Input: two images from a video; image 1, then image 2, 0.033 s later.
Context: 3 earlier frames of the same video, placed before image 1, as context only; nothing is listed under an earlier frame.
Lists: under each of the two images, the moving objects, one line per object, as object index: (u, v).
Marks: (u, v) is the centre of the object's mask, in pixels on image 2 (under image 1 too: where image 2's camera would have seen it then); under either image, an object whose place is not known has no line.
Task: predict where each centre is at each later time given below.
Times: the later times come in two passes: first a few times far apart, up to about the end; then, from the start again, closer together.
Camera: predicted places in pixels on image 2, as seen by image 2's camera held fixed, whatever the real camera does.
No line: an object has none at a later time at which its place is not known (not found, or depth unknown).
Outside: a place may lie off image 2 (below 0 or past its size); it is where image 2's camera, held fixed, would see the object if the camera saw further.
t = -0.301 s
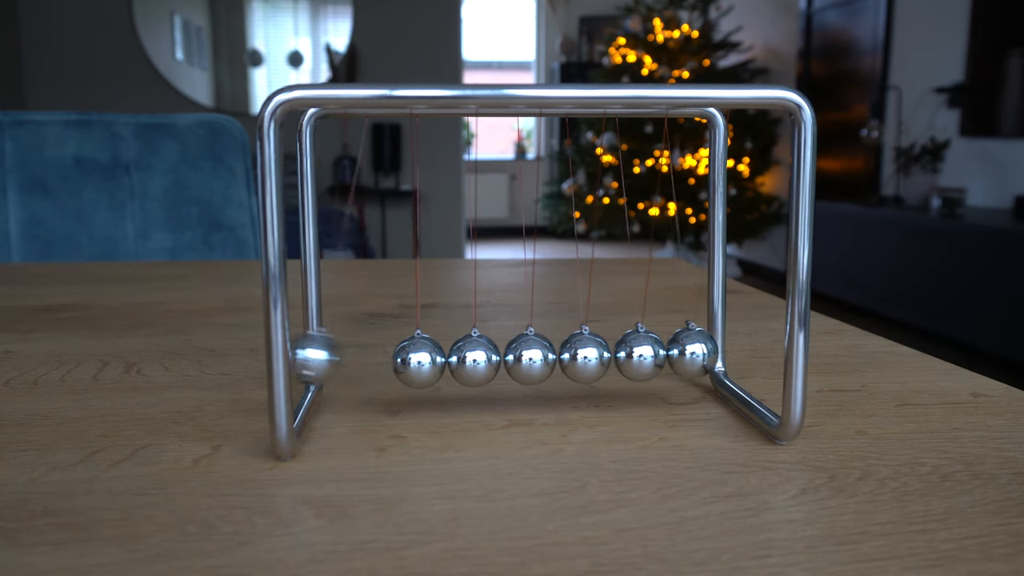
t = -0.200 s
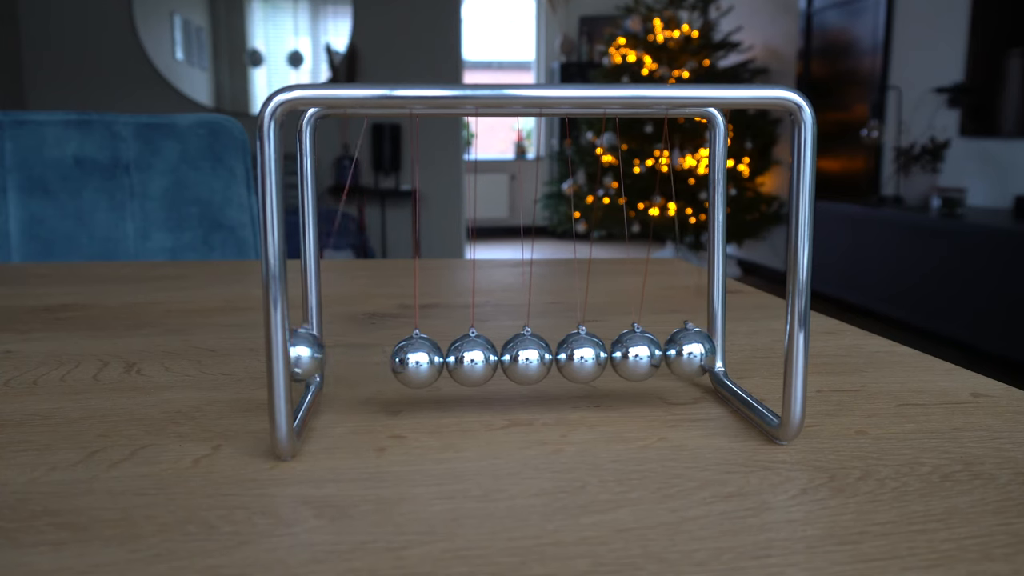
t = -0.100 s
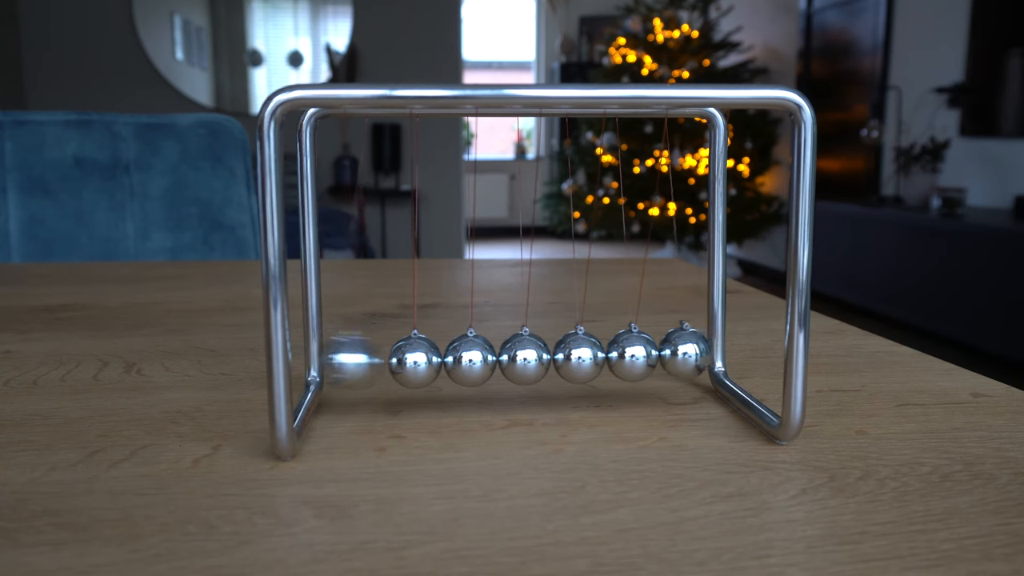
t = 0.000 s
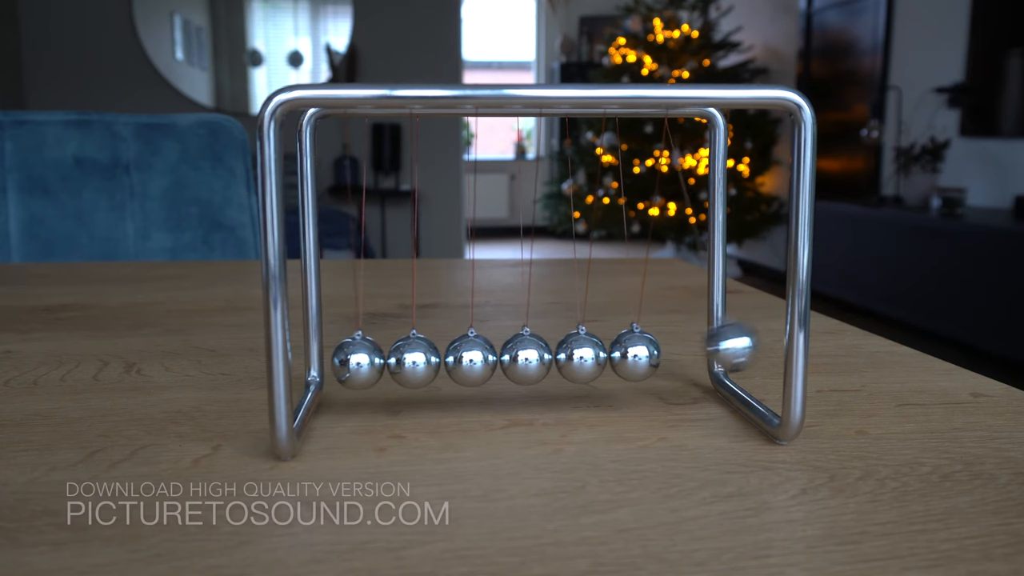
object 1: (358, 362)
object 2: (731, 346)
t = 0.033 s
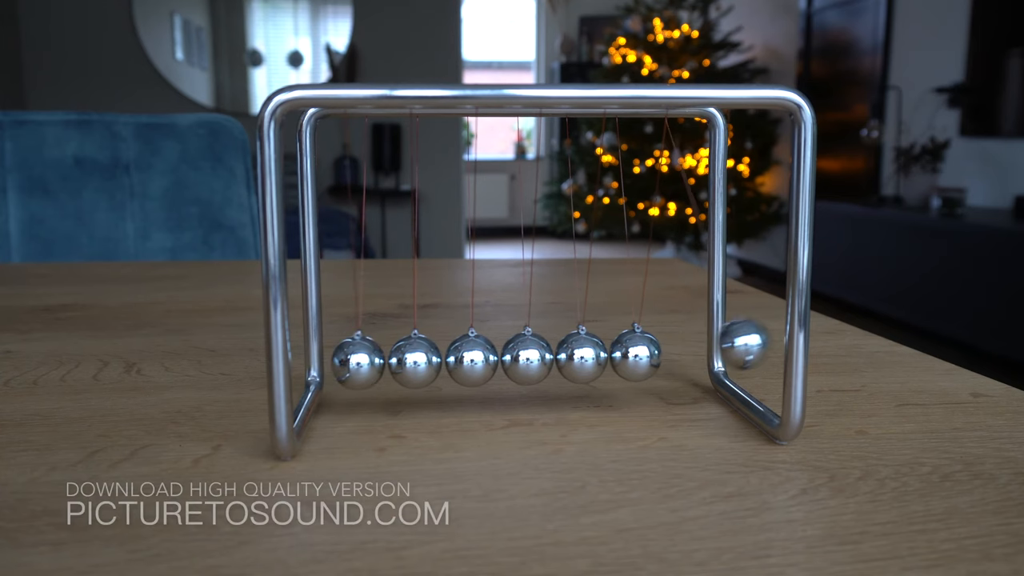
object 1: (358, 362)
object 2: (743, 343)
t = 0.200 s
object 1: (366, 362)
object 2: (704, 348)
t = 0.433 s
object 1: (310, 356)
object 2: (688, 353)
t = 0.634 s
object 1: (358, 362)
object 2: (740, 345)
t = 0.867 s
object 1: (347, 360)
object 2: (692, 353)
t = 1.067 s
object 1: (320, 358)
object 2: (686, 353)
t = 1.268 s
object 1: (358, 362)
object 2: (742, 343)
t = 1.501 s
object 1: (334, 359)
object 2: (691, 353)
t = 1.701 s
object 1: (337, 357)
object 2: (686, 353)
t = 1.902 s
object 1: (359, 362)
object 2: (742, 344)
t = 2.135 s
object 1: (321, 357)
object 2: (692, 353)
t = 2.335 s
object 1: (350, 360)
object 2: (685, 353)
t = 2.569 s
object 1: (362, 362)
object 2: (732, 346)
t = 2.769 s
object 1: (314, 357)
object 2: (691, 353)
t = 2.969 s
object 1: (359, 362)
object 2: (685, 353)
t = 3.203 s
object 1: (364, 362)
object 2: (720, 348)
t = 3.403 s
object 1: (312, 357)
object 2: (691, 353)
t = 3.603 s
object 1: (359, 362)
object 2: (696, 350)
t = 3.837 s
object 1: (366, 362)
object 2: (708, 349)
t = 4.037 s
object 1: (312, 358)
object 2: (689, 353)
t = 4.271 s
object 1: (359, 362)
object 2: (722, 348)
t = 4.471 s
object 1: (366, 362)
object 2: (692, 352)
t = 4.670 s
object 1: (315, 358)
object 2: (688, 353)
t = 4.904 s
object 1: (360, 362)
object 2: (728, 347)
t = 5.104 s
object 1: (362, 362)
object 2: (690, 353)
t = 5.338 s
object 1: (337, 357)
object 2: (684, 353)
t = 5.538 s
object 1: (362, 362)
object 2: (731, 346)
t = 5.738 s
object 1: (349, 361)
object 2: (690, 353)
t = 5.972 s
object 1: (349, 361)
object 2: (685, 353)
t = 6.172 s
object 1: (364, 362)
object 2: (729, 347)
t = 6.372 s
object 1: (340, 359)
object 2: (689, 353)
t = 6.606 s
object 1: (360, 361)
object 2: (684, 353)
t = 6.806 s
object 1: (365, 362)
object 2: (725, 348)
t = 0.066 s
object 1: (359, 362)
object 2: (749, 342)
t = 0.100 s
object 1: (360, 362)
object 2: (747, 342)
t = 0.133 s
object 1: (362, 362)
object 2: (739, 344)
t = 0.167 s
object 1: (364, 362)
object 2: (722, 348)
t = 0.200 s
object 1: (366, 362)
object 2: (704, 348)
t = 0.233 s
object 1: (361, 361)
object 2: (691, 352)
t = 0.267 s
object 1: (341, 359)
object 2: (691, 353)
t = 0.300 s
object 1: (319, 356)
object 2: (692, 353)
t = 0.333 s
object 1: (309, 355)
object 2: (692, 353)
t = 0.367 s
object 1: (305, 354)
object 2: (691, 353)
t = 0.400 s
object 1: (306, 354)
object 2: (690, 353)
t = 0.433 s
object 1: (310, 356)
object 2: (688, 353)
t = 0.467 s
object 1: (321, 357)
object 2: (687, 353)
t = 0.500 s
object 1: (347, 358)
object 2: (684, 353)
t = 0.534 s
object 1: (358, 362)
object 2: (685, 353)
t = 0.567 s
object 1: (358, 362)
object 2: (707, 348)
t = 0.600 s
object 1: (358, 362)
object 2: (726, 348)
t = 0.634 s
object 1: (358, 362)
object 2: (740, 345)
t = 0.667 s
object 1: (358, 362)
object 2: (746, 343)
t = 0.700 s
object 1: (359, 362)
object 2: (746, 343)
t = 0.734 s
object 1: (361, 362)
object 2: (741, 344)
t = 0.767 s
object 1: (363, 362)
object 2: (727, 347)
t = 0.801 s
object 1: (365, 362)
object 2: (709, 347)
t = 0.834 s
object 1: (365, 362)
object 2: (692, 353)
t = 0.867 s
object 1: (347, 360)
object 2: (692, 353)
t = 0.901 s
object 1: (327, 357)
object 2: (692, 353)
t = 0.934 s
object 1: (313, 357)
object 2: (692, 353)
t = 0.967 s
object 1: (307, 355)
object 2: (692, 353)
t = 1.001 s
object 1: (306, 355)
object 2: (691, 353)
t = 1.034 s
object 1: (311, 356)
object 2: (689, 353)
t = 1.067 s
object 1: (320, 358)
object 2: (686, 353)
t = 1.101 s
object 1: (342, 361)
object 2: (685, 353)
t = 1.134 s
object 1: (357, 362)
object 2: (685, 353)
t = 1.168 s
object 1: (358, 362)
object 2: (697, 352)
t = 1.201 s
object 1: (358, 362)
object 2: (718, 349)
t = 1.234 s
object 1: (358, 362)
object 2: (733, 345)
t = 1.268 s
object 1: (358, 362)
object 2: (742, 343)
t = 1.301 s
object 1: (359, 362)
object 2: (744, 343)
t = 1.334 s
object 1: (361, 362)
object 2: (740, 344)
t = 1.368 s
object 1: (363, 362)
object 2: (729, 347)
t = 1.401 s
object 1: (365, 362)
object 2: (712, 349)
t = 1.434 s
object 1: (365, 362)
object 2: (692, 352)
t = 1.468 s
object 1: (353, 361)
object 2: (691, 353)
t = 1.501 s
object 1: (334, 359)
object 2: (691, 353)
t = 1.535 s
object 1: (315, 356)
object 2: (692, 353)
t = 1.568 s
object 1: (309, 356)
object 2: (692, 353)
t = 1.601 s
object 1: (307, 355)
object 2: (691, 353)
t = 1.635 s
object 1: (310, 356)
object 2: (689, 353)
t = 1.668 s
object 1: (317, 357)
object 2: (688, 353)
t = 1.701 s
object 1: (337, 357)
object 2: (686, 353)
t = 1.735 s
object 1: (356, 361)
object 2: (685, 353)
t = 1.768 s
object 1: (358, 362)
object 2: (692, 352)
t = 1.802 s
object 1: (358, 362)
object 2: (714, 349)
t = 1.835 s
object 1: (358, 362)
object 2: (729, 347)
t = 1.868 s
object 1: (358, 362)
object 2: (740, 345)
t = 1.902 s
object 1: (359, 362)
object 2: (742, 344)
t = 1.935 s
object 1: (360, 362)
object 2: (740, 344)
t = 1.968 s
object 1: (362, 362)
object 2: (731, 347)
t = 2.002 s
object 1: (365, 362)
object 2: (715, 349)
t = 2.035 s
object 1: (366, 362)
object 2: (694, 351)
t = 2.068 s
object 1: (357, 360)
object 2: (691, 353)
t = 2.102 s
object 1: (340, 360)
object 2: (691, 353)
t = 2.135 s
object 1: (321, 357)
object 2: (692, 353)
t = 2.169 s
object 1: (311, 357)
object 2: (692, 353)
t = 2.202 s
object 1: (309, 356)
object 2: (691, 353)
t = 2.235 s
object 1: (310, 356)
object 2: (690, 353)
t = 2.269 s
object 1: (316, 357)
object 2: (688, 353)
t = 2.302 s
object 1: (331, 358)
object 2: (686, 353)
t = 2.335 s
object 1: (350, 360)
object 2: (685, 353)
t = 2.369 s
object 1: (358, 362)
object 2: (687, 352)
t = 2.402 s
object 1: (358, 362)
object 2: (708, 349)
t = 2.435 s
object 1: (358, 362)
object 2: (723, 348)
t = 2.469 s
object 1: (358, 362)
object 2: (734, 345)
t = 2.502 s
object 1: (359, 362)
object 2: (740, 344)
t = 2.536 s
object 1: (360, 362)
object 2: (739, 345)
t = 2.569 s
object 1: (362, 362)
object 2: (732, 346)
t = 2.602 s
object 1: (364, 362)
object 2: (718, 349)
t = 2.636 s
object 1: (366, 362)
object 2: (700, 349)
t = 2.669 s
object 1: (363, 361)
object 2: (691, 353)
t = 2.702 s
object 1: (345, 360)
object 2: (691, 353)
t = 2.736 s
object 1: (325, 357)
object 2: (691, 353)
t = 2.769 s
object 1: (314, 357)
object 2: (691, 353)
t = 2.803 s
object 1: (310, 356)
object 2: (691, 353)
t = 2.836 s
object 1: (310, 356)
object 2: (689, 353)
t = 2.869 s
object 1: (316, 358)
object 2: (688, 353)
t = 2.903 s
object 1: (330, 358)
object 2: (686, 353)
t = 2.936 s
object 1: (346, 359)
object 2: (685, 353)
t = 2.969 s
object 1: (359, 362)
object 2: (685, 353)
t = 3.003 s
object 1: (359, 362)
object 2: (698, 352)
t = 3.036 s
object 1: (358, 362)
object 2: (718, 349)
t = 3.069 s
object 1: (358, 362)
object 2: (731, 346)
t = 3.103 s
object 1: (359, 362)
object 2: (737, 344)
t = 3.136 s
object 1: (360, 362)
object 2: (737, 344)
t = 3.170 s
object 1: (362, 362)
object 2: (732, 346)
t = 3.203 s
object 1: (364, 362)
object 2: (720, 348)
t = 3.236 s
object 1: (366, 362)
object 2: (705, 348)
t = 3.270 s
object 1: (365, 362)
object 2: (690, 353)
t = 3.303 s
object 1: (348, 360)
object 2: (691, 353)
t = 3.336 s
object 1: (331, 358)
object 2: (691, 353)
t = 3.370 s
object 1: (317, 357)
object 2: (691, 353)
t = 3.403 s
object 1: (312, 357)
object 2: (691, 353)
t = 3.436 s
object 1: (312, 357)
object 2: (690, 353)
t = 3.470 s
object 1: (315, 357)
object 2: (688, 353)
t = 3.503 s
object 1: (326, 357)
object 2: (686, 353)
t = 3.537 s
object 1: (344, 359)
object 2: (685, 353)
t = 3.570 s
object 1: (359, 362)
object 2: (685, 353)
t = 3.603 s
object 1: (359, 362)
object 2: (696, 350)
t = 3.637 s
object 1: (359, 362)
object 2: (714, 350)
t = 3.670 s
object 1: (358, 362)
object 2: (727, 347)
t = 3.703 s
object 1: (359, 362)
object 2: (735, 346)
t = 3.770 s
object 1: (362, 362)
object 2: (733, 346)
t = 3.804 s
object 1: (364, 362)
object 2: (723, 348)
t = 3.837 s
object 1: (366, 362)
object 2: (708, 349)
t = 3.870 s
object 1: (365, 362)
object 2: (691, 352)
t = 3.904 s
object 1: (354, 361)
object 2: (691, 353)
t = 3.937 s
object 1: (339, 359)
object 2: (691, 353)
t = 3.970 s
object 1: (321, 357)
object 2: (691, 353)
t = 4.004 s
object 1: (314, 357)
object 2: (690, 353)
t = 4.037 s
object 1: (312, 358)
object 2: (689, 353)
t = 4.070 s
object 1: (315, 358)
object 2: (688, 353)
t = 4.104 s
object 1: (324, 358)
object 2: (686, 353)
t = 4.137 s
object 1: (341, 358)
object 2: (685, 353)
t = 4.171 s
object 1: (358, 361)
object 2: (685, 353)
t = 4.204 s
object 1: (359, 362)
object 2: (692, 351)
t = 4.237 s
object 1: (359, 362)
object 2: (710, 350)
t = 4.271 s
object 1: (359, 362)
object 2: (722, 348)
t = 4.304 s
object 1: (360, 362)
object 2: (732, 346)
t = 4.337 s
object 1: (361, 362)
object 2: (735, 346)
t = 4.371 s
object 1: (362, 362)
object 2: (732, 346)
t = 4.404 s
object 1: (364, 362)
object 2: (724, 348)
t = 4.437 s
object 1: (366, 362)
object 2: (711, 350)
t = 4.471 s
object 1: (366, 362)
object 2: (692, 352)
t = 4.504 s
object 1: (358, 359)
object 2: (690, 353)
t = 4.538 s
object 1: (342, 358)
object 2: (691, 353)
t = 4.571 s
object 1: (325, 358)
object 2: (690, 353)
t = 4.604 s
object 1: (316, 358)
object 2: (690, 353)
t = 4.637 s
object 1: (314, 358)
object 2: (689, 353)
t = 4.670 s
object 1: (315, 358)
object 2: (688, 353)
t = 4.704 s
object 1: (321, 358)
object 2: (686, 353)
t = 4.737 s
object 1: (339, 358)
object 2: (685, 353)
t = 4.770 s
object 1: (353, 359)
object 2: (685, 353)
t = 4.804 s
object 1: (360, 362)
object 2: (688, 353)
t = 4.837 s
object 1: (359, 362)
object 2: (703, 350)
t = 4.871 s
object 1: (360, 362)
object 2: (718, 349)
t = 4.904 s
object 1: (360, 362)
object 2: (728, 347)
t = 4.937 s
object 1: (361, 362)
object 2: (733, 346)
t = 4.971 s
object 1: (363, 362)
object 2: (731, 346)
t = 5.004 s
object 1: (365, 362)
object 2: (724, 348)
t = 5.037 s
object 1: (366, 362)
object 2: (713, 350)
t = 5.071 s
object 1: (366, 362)
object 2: (697, 348)
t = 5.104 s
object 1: (362, 362)
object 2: (690, 353)
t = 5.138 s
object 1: (345, 359)
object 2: (690, 353)
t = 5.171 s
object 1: (330, 357)
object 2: (690, 353)
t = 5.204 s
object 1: (319, 358)
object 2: (689, 353)
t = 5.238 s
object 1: (315, 358)
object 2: (688, 353)
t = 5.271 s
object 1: (315, 358)
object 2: (687, 353)
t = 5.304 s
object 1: (322, 358)
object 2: (685, 353)
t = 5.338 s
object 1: (337, 357)
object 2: (684, 353)
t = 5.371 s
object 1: (351, 361)
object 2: (684, 353)
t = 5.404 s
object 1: (360, 362)
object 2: (687, 352)
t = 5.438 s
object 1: (360, 362)
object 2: (697, 353)
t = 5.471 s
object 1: (360, 362)
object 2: (715, 350)
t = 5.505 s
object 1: (361, 362)
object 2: (726, 347)
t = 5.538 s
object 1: (362, 362)
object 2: (731, 346)
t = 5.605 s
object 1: (365, 362)
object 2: (725, 348)
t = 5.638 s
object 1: (366, 362)
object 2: (716, 349)
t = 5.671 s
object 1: (366, 362)
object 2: (699, 350)
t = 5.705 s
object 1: (365, 362)
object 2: (690, 353)
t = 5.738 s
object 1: (349, 361)
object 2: (690, 353)
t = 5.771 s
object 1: (335, 359)
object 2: (689, 353)
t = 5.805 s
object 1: (322, 358)
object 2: (689, 353)
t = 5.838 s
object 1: (316, 358)
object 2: (688, 353)
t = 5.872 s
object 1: (316, 358)
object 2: (687, 353)
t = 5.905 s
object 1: (322, 358)
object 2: (686, 353)
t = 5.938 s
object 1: (333, 357)
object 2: (685, 353)
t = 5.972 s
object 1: (349, 361)
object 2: (685, 353)
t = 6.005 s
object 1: (360, 362)
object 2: (685, 353)
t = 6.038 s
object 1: (361, 362)
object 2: (697, 350)
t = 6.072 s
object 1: (361, 362)
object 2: (712, 350)
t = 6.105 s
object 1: (362, 362)
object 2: (723, 348)
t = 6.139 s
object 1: (363, 362)
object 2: (729, 347)
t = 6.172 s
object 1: (364, 362)
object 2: (729, 347)
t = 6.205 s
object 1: (365, 362)
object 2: (725, 347)
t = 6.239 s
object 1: (366, 362)
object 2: (717, 349)
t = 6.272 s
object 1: (366, 362)
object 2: (703, 350)
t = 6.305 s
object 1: (365, 362)
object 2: (689, 353)
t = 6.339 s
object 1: (352, 361)
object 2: (689, 353)
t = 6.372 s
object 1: (340, 359)
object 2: (689, 353)
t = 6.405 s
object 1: (325, 358)
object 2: (688, 353)
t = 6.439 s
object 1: (319, 359)
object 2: (687, 353)
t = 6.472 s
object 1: (318, 358)
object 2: (686, 353)
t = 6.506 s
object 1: (321, 358)
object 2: (685, 353)
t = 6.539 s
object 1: (331, 358)
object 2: (684, 353)
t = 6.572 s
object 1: (345, 360)
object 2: (684, 353)
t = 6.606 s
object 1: (360, 361)
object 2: (684, 353)
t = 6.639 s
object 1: (361, 362)
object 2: (692, 352)
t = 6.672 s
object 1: (362, 362)
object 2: (708, 350)
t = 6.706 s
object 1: (362, 362)
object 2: (721, 349)
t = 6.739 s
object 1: (363, 362)
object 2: (726, 348)
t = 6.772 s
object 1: (364, 362)
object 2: (728, 347)
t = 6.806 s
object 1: (365, 362)
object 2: (725, 348)
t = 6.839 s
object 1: (366, 362)
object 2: (718, 350)
